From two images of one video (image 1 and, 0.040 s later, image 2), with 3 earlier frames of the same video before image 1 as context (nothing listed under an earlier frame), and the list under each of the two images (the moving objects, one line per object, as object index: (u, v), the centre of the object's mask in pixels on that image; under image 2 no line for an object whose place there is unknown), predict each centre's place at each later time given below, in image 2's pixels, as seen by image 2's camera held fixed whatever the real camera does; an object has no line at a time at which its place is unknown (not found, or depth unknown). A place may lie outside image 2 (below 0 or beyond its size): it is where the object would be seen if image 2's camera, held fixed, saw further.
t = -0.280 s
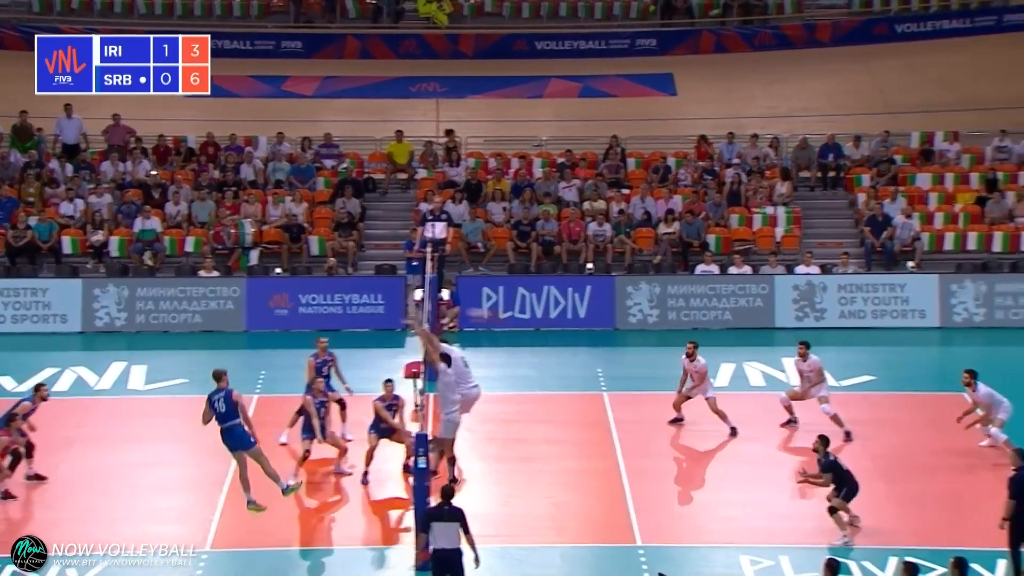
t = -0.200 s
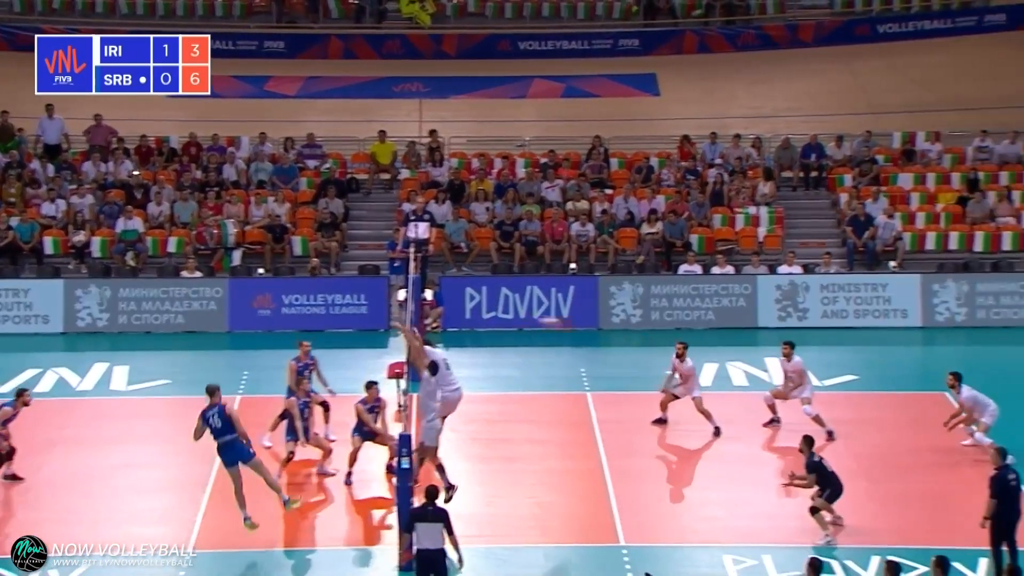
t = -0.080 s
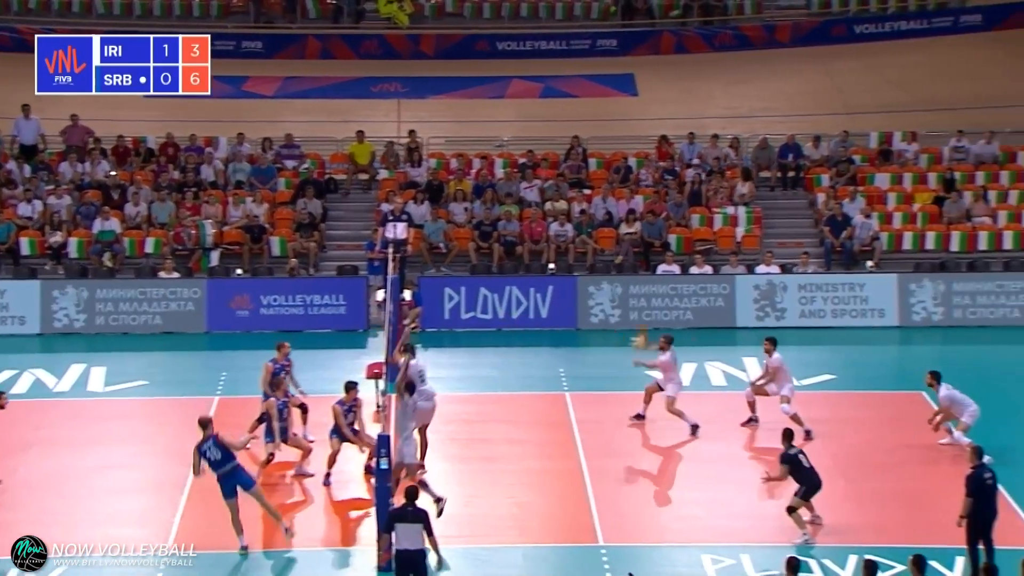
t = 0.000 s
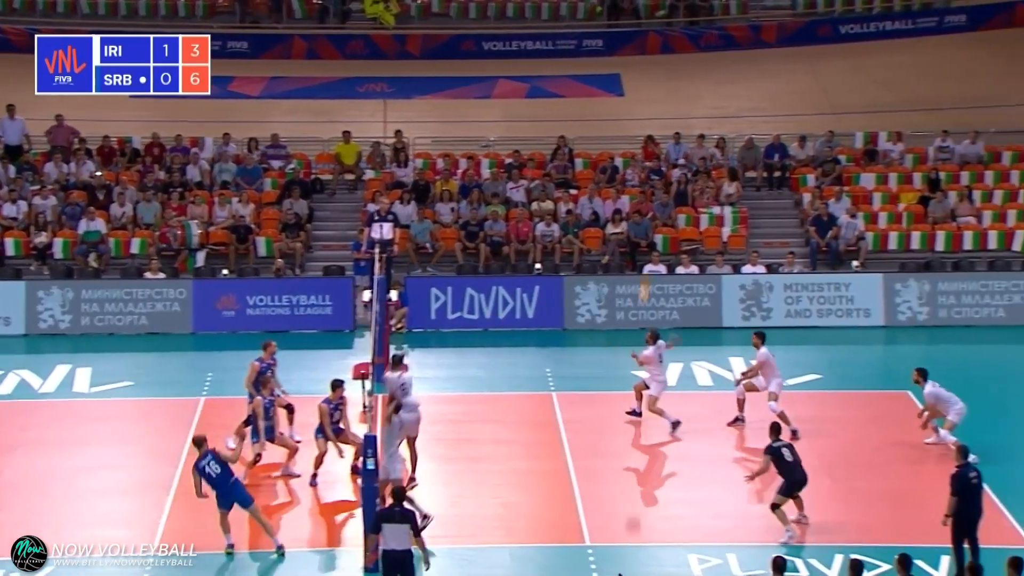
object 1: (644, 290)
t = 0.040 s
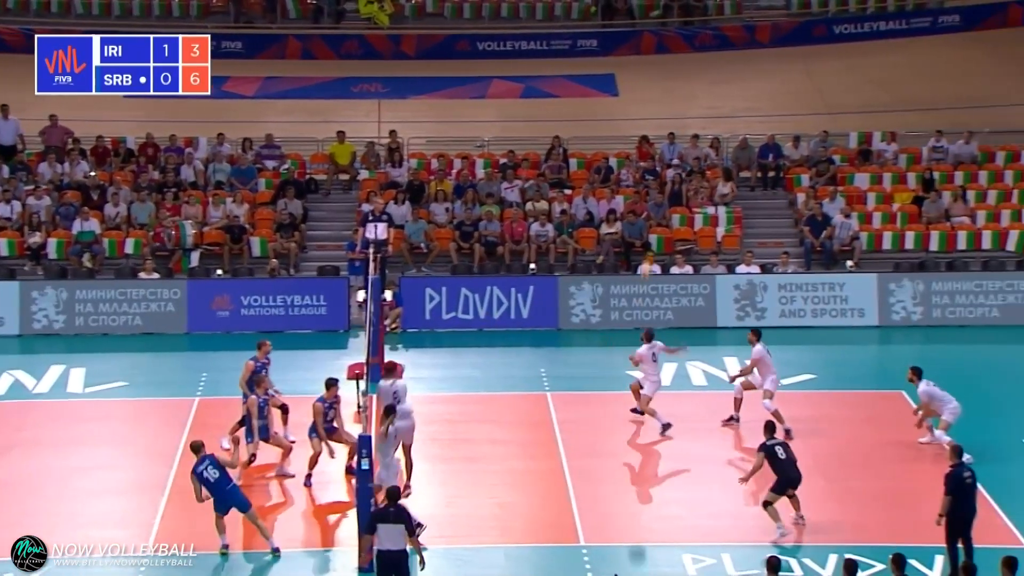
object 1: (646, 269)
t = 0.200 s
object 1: (678, 184)
